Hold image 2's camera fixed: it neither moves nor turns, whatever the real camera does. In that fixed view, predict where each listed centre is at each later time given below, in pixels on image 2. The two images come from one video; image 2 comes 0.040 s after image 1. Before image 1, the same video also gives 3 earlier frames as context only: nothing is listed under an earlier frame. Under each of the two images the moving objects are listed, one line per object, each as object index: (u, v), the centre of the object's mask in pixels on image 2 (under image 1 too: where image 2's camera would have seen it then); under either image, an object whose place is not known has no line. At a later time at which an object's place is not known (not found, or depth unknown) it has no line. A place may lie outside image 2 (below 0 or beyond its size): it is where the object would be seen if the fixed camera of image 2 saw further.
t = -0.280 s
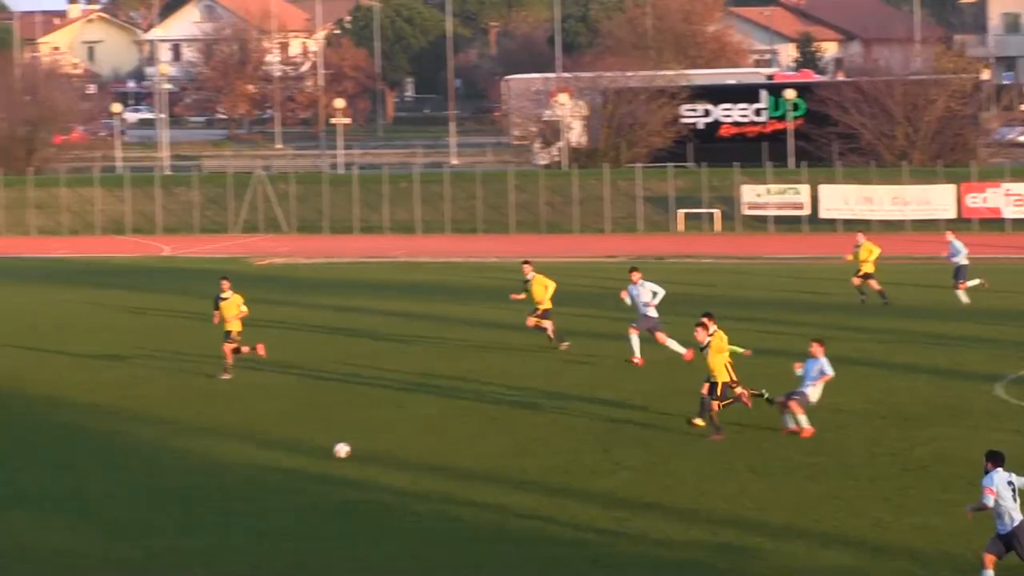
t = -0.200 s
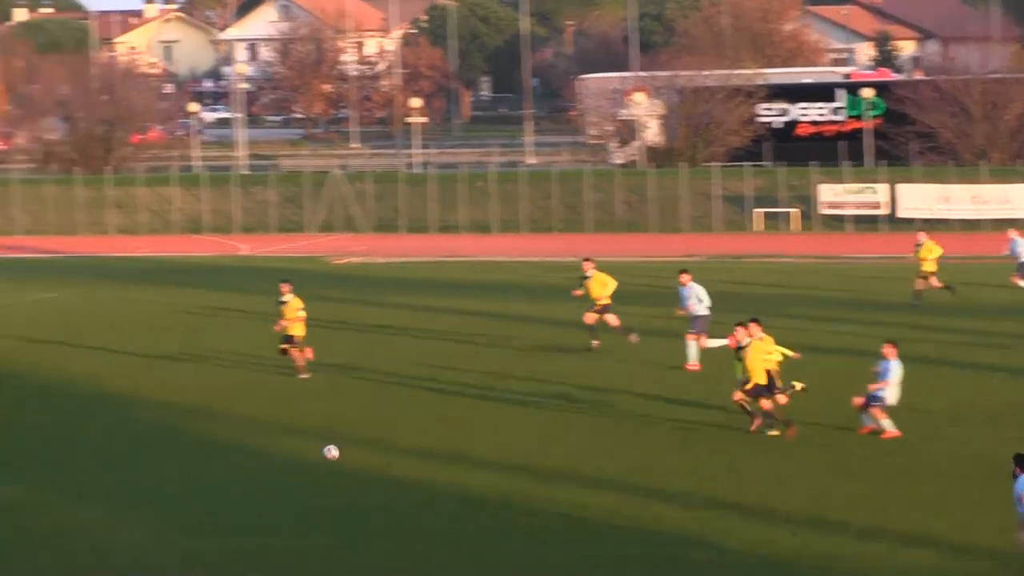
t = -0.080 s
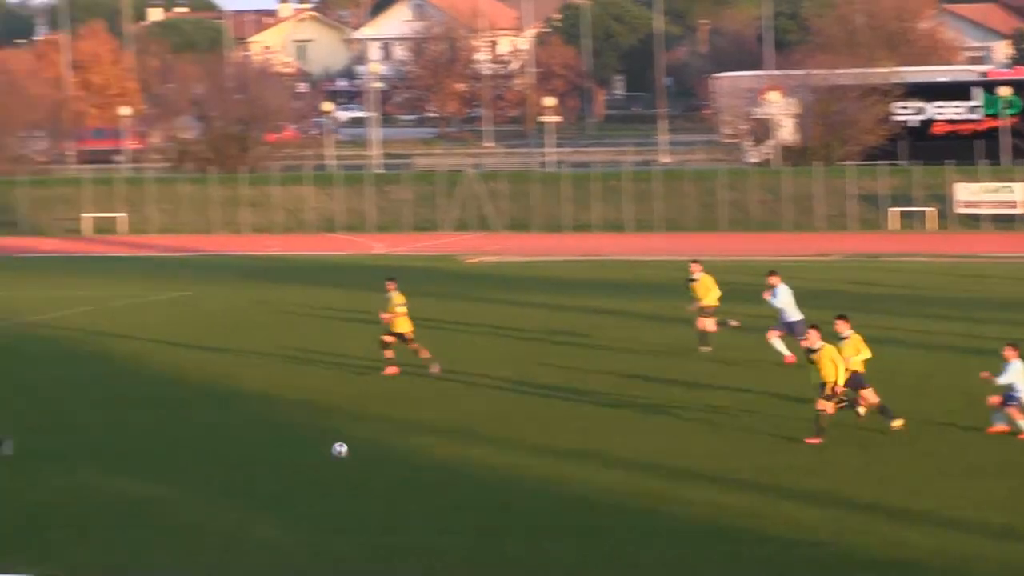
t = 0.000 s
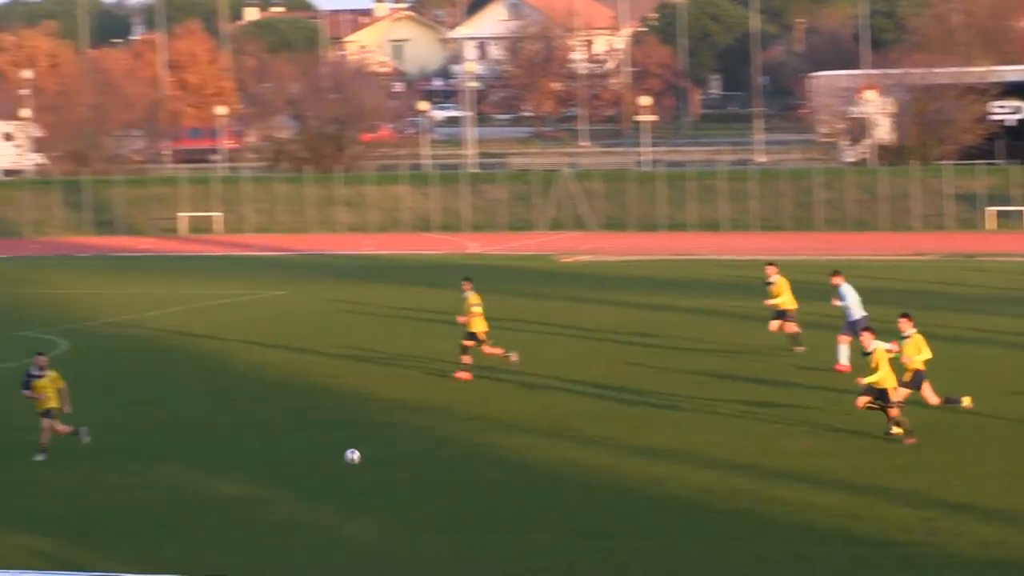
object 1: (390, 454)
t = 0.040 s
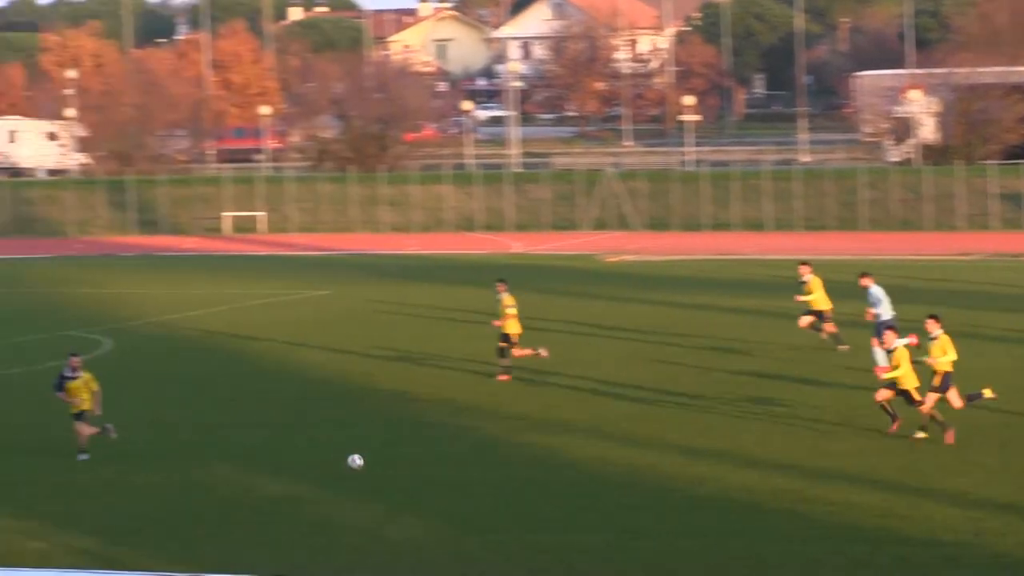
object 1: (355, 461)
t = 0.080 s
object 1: (316, 468)
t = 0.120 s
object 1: (278, 475)
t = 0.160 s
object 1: (246, 472)
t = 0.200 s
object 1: (214, 468)
